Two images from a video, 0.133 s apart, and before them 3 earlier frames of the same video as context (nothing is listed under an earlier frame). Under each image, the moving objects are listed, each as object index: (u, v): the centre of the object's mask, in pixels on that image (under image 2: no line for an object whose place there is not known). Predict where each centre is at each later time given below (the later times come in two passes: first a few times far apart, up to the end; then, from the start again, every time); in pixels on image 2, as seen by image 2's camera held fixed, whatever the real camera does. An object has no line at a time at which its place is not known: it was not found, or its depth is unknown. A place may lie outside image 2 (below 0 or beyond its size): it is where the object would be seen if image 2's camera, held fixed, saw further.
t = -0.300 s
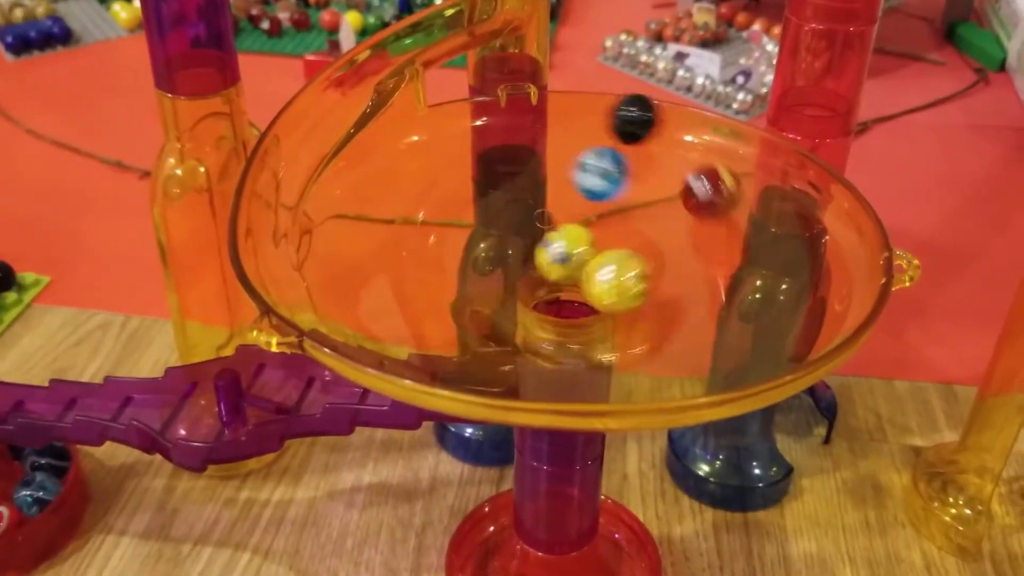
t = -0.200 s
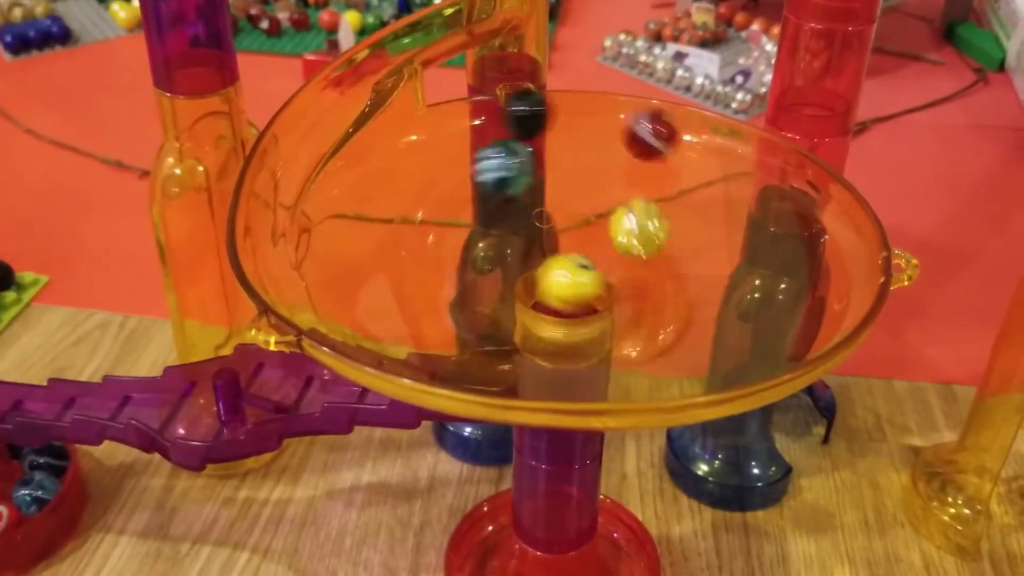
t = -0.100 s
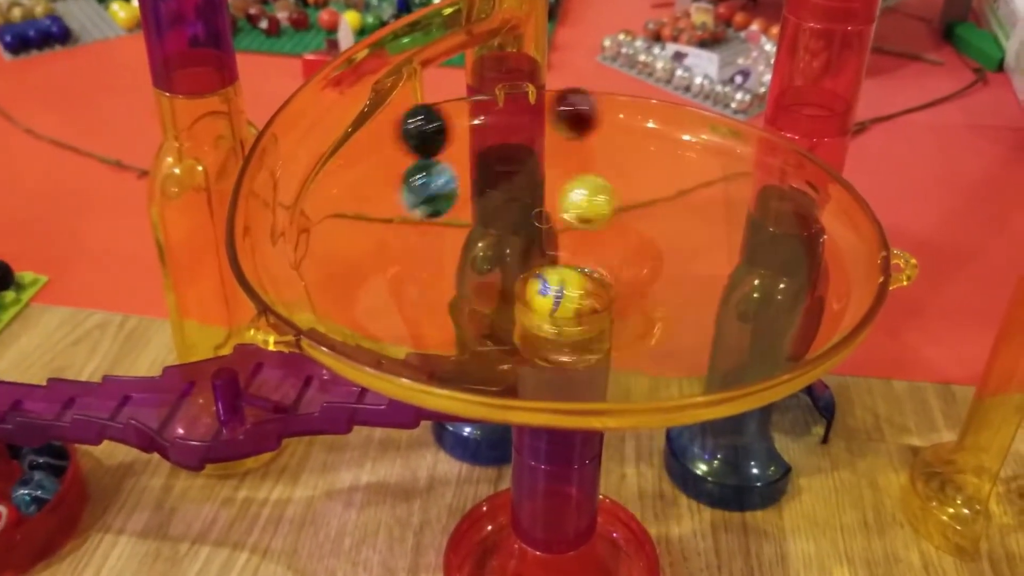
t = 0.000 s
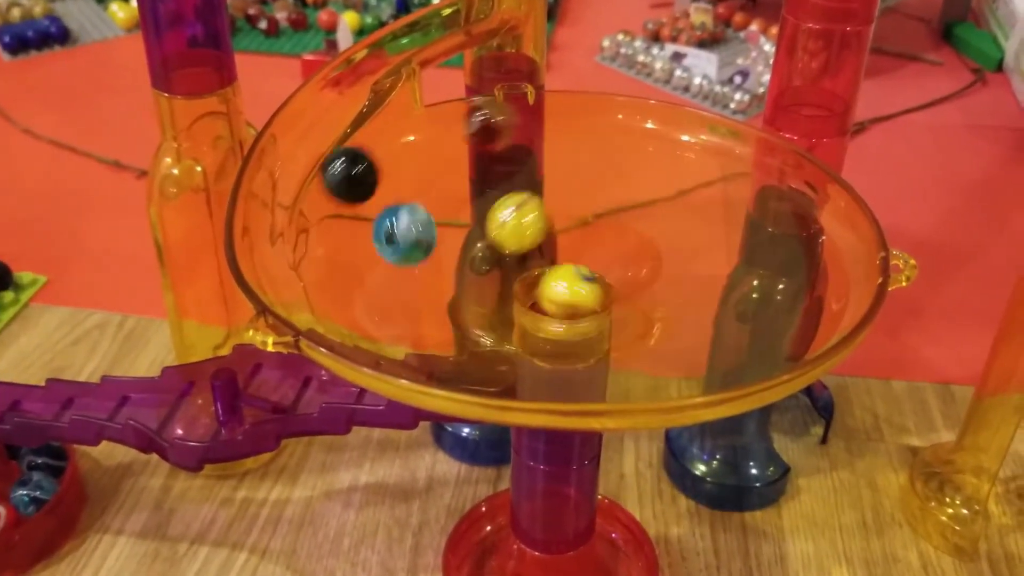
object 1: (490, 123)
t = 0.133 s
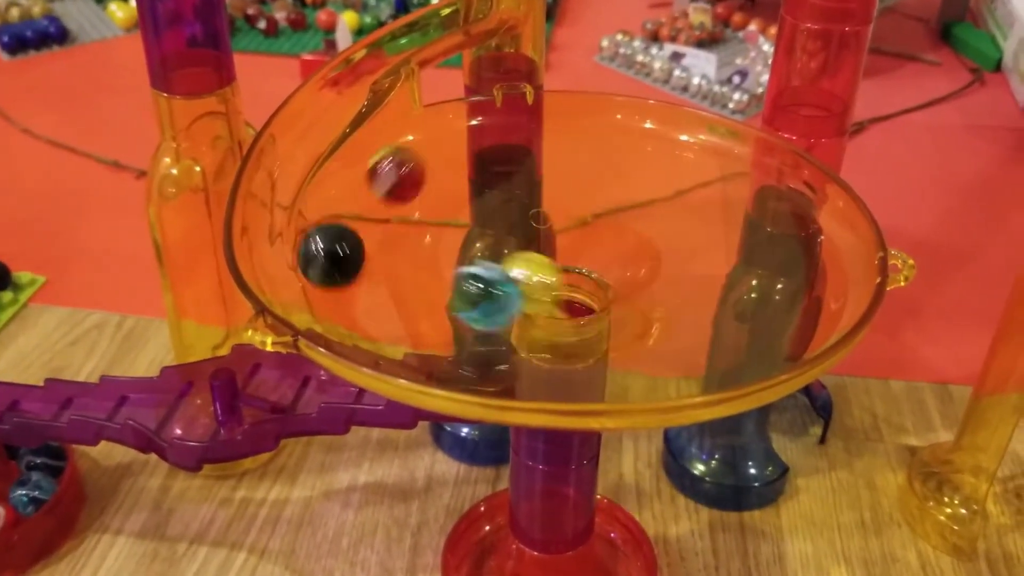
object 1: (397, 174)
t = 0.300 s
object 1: (403, 277)
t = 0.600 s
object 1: (714, 258)
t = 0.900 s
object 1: (551, 139)
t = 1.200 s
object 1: (465, 279)
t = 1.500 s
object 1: (692, 240)
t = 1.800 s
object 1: (458, 181)
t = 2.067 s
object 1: (495, 292)
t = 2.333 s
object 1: (645, 191)
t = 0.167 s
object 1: (382, 192)
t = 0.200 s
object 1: (375, 212)
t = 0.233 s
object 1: (375, 234)
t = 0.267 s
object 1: (386, 257)
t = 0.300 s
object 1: (403, 277)
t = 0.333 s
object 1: (428, 295)
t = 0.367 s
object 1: (468, 312)
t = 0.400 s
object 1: (511, 316)
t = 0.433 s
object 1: (559, 326)
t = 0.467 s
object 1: (606, 321)
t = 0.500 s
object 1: (645, 314)
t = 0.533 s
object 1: (675, 300)
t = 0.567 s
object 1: (699, 279)
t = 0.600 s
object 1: (714, 258)
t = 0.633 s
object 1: (713, 234)
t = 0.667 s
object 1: (705, 212)
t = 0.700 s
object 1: (692, 193)
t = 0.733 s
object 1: (671, 176)
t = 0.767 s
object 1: (646, 158)
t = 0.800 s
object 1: (622, 146)
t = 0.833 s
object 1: (597, 140)
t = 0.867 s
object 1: (574, 137)
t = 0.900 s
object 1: (551, 139)
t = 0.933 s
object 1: (526, 142)
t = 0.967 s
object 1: (505, 150)
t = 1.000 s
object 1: (487, 159)
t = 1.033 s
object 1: (466, 172)
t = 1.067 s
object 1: (450, 190)
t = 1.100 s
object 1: (440, 211)
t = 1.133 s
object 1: (437, 235)
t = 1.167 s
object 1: (446, 259)
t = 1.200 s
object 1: (465, 279)
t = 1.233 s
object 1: (496, 293)
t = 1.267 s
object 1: (528, 305)
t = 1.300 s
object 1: (576, 312)
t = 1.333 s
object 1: (614, 313)
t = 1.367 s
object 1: (644, 304)
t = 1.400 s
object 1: (673, 291)
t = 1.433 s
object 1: (690, 275)
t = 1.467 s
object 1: (696, 258)
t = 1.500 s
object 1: (692, 240)
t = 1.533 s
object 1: (679, 222)
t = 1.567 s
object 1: (658, 205)
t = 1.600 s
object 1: (632, 191)
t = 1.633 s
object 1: (602, 181)
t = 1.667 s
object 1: (572, 173)
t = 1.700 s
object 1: (535, 171)
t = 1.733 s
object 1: (507, 171)
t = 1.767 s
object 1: (484, 173)
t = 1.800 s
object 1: (458, 181)
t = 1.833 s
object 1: (435, 190)
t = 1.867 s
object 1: (421, 202)
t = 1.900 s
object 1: (412, 217)
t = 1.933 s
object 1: (410, 232)
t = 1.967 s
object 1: (418, 248)
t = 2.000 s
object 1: (435, 265)
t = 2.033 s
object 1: (463, 282)
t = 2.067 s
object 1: (495, 292)
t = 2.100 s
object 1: (534, 303)
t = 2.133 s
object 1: (562, 301)
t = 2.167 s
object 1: (618, 289)
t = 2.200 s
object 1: (645, 273)
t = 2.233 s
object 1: (660, 252)
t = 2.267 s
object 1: (664, 231)
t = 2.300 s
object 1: (656, 208)
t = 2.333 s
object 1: (645, 191)
